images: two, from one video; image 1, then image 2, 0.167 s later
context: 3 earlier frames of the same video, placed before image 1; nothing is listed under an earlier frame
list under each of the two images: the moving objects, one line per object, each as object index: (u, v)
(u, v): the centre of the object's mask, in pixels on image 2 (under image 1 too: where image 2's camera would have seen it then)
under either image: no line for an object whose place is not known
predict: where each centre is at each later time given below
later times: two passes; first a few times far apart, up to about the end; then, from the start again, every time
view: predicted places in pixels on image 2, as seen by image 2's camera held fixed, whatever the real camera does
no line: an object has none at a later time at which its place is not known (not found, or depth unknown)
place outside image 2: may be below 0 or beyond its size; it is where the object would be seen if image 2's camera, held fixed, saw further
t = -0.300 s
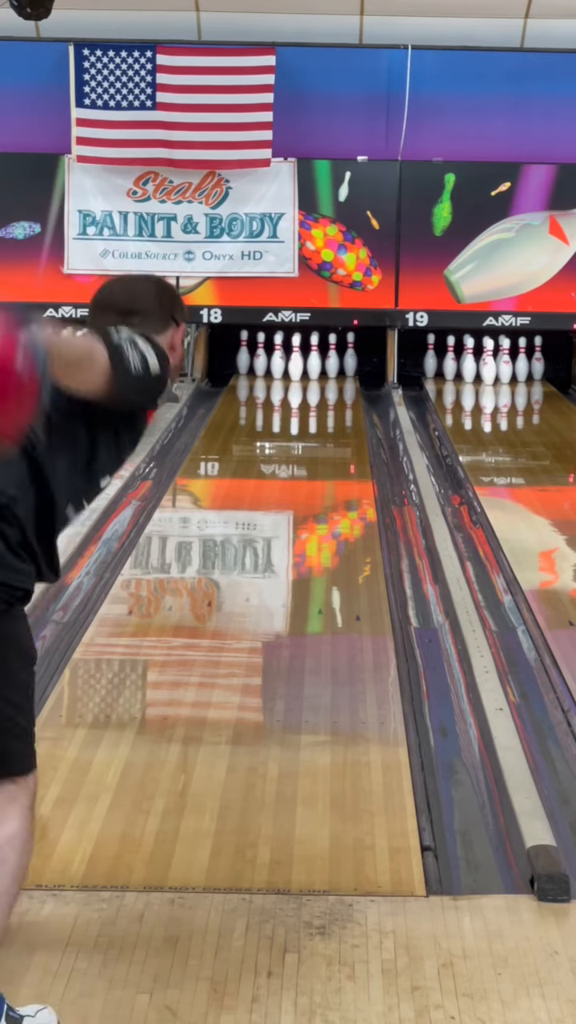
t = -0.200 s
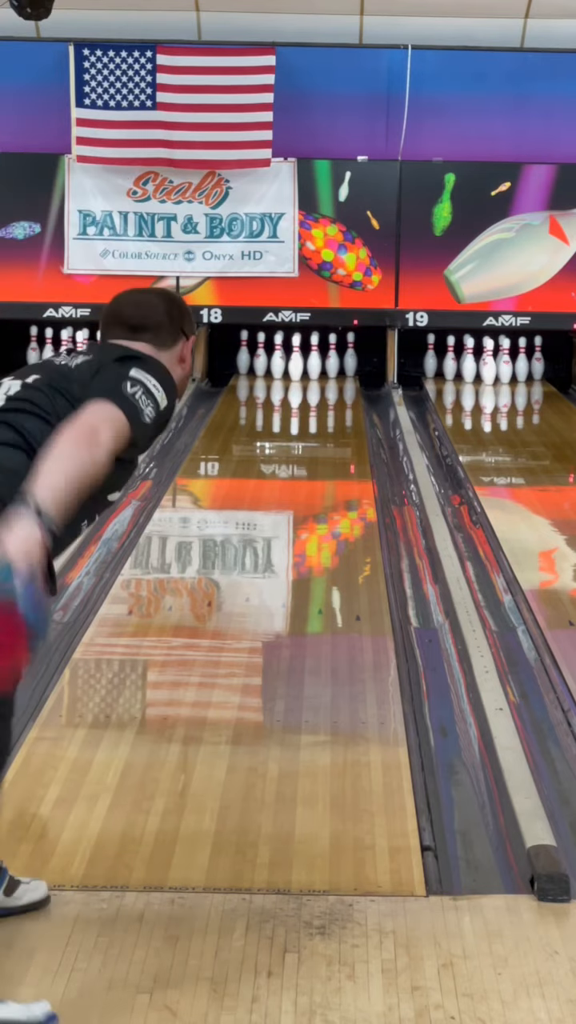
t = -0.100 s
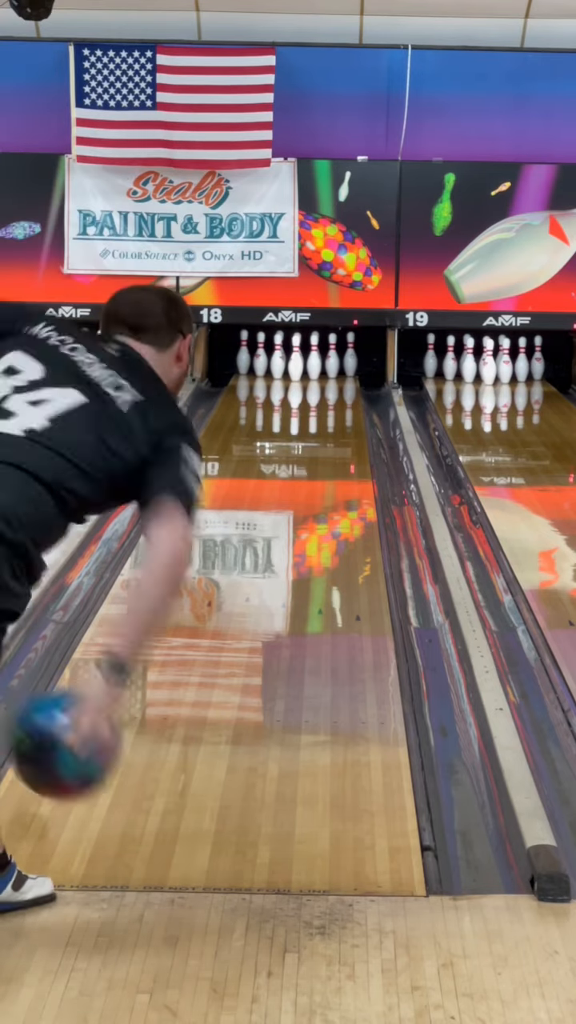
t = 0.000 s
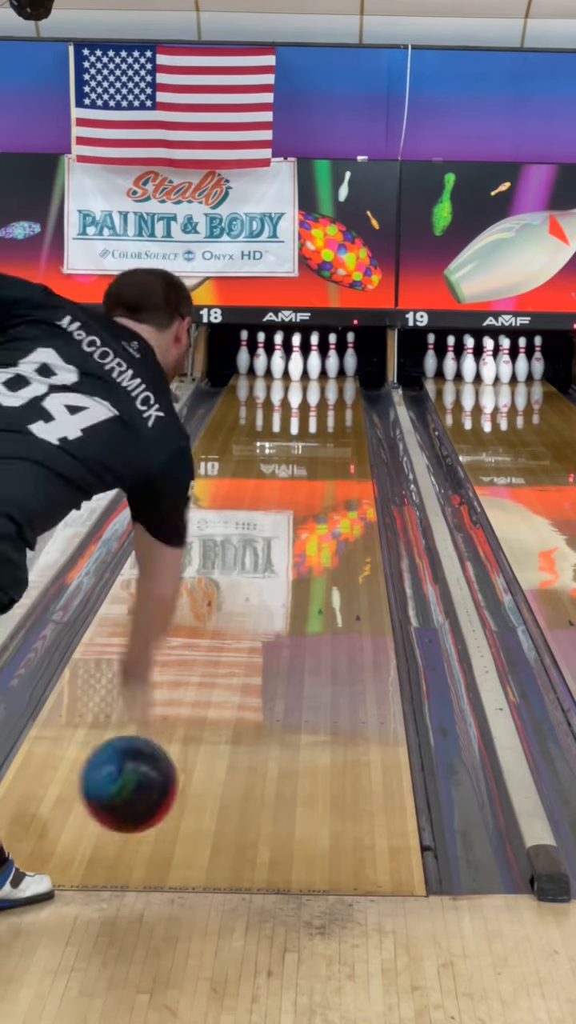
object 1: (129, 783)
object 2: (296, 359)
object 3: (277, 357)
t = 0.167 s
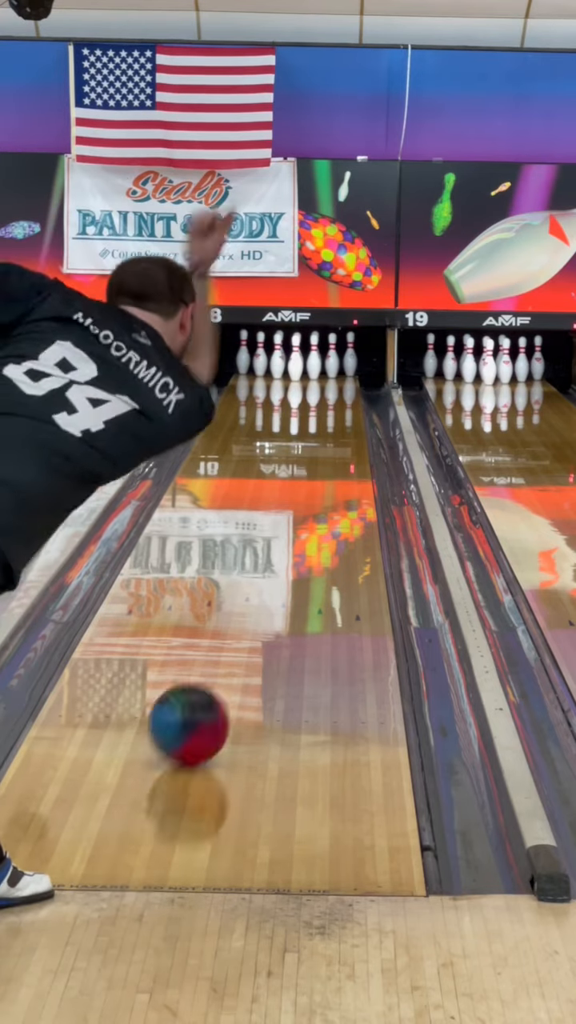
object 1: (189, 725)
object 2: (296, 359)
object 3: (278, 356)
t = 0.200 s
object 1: (198, 708)
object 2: (296, 359)
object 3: (277, 357)
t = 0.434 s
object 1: (251, 613)
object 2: (296, 359)
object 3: (278, 357)
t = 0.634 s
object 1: (282, 559)
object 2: (296, 359)
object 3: (277, 357)
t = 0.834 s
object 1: (304, 516)
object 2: (296, 359)
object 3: (277, 357)
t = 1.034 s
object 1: (321, 484)
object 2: (296, 359)
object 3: (277, 357)
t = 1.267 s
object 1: (334, 453)
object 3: (277, 357)
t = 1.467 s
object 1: (341, 432)
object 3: (277, 357)
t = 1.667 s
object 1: (343, 414)
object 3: (277, 357)
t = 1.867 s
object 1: (340, 399)
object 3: (277, 357)
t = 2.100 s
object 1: (330, 384)
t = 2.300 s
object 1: (315, 373)
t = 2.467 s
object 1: (308, 367)
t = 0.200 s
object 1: (198, 708)
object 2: (296, 359)
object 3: (277, 357)
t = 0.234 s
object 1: (208, 692)
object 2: (296, 359)
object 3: (277, 357)
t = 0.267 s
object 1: (216, 677)
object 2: (296, 359)
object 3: (278, 357)
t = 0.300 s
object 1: (224, 663)
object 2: (296, 359)
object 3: (277, 357)
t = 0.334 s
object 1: (231, 649)
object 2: (296, 359)
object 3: (279, 357)
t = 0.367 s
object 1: (239, 636)
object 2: (296, 359)
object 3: (278, 357)
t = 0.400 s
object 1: (245, 624)
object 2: (296, 359)
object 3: (278, 358)
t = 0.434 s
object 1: (251, 613)
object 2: (296, 359)
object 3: (278, 357)
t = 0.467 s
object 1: (257, 604)
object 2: (296, 359)
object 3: (277, 357)
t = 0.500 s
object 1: (263, 594)
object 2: (296, 359)
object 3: (278, 357)
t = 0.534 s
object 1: (268, 584)
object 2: (296, 359)
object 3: (278, 357)
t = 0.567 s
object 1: (273, 575)
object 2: (295, 359)
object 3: (277, 357)
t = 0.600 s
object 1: (278, 567)
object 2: (296, 359)
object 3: (278, 357)
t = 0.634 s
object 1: (282, 559)
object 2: (296, 359)
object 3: (277, 357)
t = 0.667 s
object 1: (286, 551)
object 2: (296, 359)
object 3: (277, 357)
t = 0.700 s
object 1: (290, 543)
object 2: (296, 359)
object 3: (277, 357)
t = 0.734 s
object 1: (294, 537)
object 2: (296, 359)
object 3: (277, 357)
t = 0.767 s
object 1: (298, 530)
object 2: (296, 359)
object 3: (277, 357)
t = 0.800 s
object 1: (301, 523)
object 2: (296, 359)
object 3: (277, 357)
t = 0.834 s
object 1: (304, 516)
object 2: (296, 359)
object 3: (277, 357)
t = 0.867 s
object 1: (307, 510)
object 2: (296, 359)
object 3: (277, 357)
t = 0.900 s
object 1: (310, 504)
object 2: (296, 359)
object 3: (277, 357)
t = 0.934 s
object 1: (313, 499)
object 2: (296, 359)
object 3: (277, 357)
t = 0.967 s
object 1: (316, 494)
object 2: (296, 359)
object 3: (277, 357)
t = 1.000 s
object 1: (318, 488)
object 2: (296, 359)
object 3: (277, 357)
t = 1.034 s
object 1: (321, 484)
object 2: (296, 359)
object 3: (277, 357)
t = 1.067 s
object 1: (323, 479)
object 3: (277, 357)
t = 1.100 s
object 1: (325, 474)
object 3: (277, 357)
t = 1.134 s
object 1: (327, 469)
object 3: (278, 357)
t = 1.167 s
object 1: (329, 465)
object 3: (277, 357)
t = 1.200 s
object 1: (331, 461)
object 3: (277, 357)
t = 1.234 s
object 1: (332, 457)
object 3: (277, 357)
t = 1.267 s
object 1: (334, 453)
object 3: (277, 357)
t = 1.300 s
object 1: (335, 450)
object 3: (277, 357)
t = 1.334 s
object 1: (337, 445)
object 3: (277, 357)
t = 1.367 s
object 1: (338, 441)
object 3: (277, 357)
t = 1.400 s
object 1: (339, 438)
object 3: (277, 357)
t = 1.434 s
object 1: (340, 435)
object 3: (277, 357)
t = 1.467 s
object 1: (341, 432)
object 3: (277, 357)
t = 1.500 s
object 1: (342, 427)
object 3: (277, 357)
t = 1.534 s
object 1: (342, 425)
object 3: (277, 357)
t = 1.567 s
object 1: (342, 422)
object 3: (277, 341)
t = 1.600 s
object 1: (343, 419)
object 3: (277, 361)
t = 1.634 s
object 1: (343, 417)
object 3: (277, 357)
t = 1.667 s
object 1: (343, 414)
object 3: (277, 357)
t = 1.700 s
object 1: (343, 412)
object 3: (277, 357)
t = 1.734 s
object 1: (343, 409)
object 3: (277, 357)
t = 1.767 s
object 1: (342, 407)
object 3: (277, 357)
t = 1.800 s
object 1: (342, 404)
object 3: (277, 357)
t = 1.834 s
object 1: (341, 402)
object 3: (277, 357)
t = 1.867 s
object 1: (340, 399)
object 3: (277, 357)
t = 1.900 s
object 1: (339, 397)
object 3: (277, 357)
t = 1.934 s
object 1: (338, 394)
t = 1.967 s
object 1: (337, 393)
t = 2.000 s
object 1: (336, 391)
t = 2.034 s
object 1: (333, 388)
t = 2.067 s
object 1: (331, 385)
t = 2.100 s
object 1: (330, 384)
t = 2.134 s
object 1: (327, 383)
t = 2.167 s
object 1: (325, 380)
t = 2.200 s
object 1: (323, 379)
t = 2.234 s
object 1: (320, 377)
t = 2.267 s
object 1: (318, 375)
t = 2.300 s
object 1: (315, 373)
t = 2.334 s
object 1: (313, 372)
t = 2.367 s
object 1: (310, 370)
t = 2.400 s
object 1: (307, 369)
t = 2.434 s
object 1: (308, 369)
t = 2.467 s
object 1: (308, 367)
